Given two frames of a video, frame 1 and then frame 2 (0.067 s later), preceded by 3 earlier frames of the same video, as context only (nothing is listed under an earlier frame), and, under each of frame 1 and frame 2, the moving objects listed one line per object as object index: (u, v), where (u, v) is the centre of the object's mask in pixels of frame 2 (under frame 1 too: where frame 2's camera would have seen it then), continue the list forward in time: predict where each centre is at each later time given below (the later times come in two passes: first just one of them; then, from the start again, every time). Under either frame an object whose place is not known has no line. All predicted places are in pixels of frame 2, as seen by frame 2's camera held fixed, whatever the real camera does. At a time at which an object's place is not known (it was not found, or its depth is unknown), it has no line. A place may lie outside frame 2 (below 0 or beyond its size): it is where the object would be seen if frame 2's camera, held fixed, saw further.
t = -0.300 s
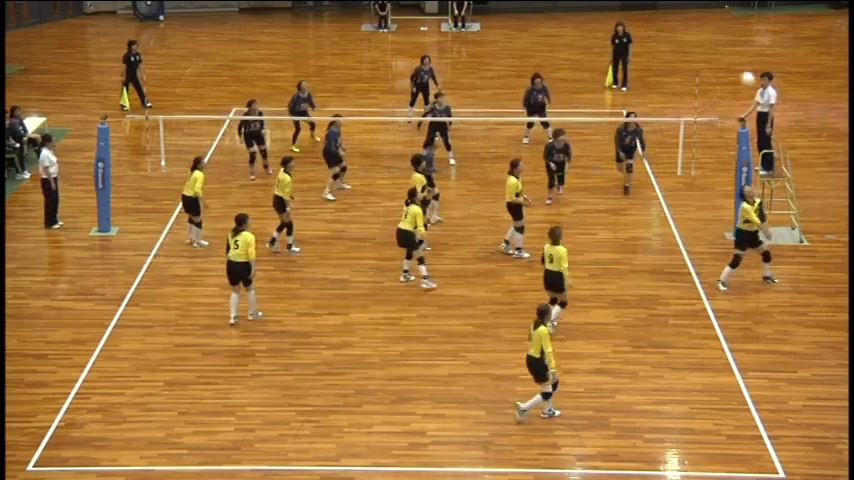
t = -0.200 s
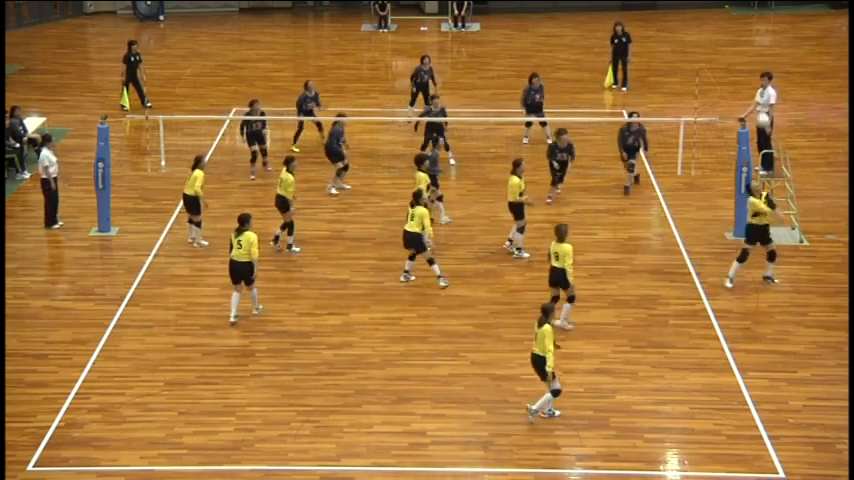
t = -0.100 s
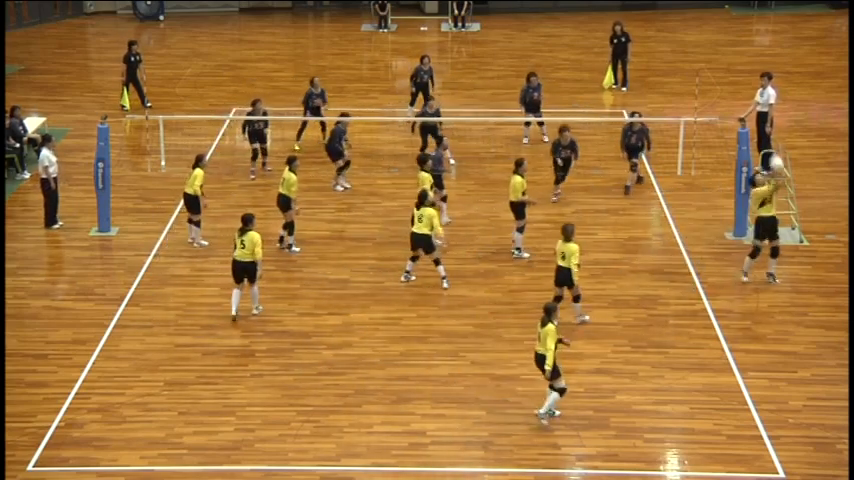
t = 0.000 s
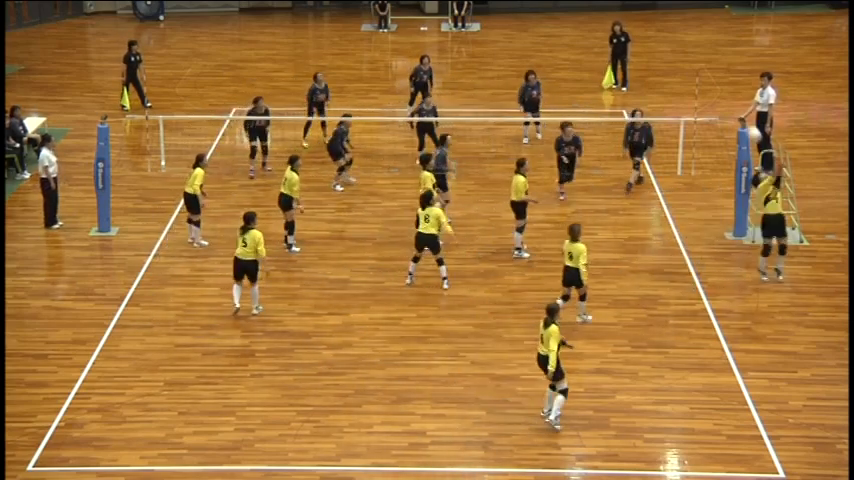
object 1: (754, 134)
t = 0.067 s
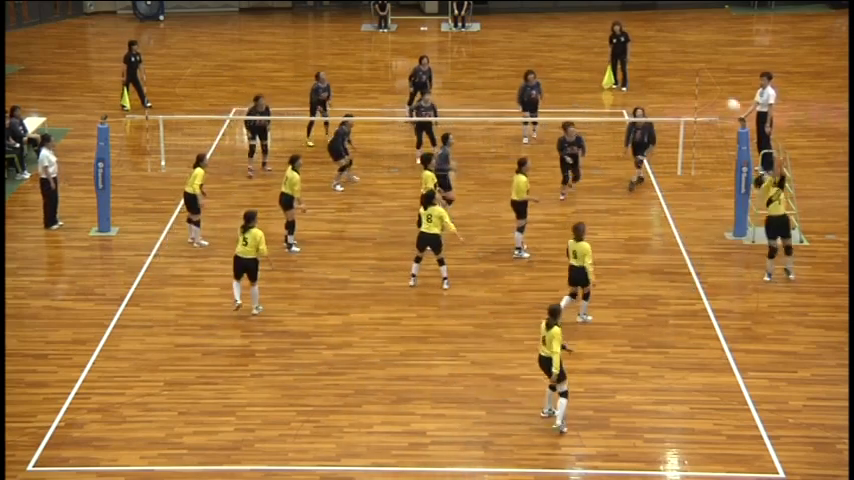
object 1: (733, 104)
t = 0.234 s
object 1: (683, 52)
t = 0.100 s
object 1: (723, 92)
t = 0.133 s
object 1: (712, 81)
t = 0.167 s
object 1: (703, 71)
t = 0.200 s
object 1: (694, 61)
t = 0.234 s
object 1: (683, 52)
